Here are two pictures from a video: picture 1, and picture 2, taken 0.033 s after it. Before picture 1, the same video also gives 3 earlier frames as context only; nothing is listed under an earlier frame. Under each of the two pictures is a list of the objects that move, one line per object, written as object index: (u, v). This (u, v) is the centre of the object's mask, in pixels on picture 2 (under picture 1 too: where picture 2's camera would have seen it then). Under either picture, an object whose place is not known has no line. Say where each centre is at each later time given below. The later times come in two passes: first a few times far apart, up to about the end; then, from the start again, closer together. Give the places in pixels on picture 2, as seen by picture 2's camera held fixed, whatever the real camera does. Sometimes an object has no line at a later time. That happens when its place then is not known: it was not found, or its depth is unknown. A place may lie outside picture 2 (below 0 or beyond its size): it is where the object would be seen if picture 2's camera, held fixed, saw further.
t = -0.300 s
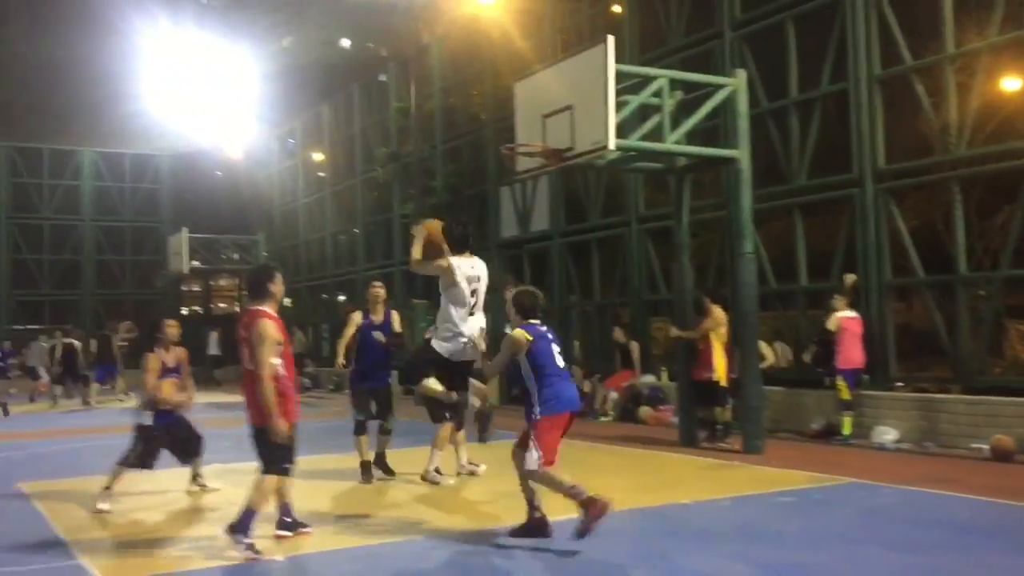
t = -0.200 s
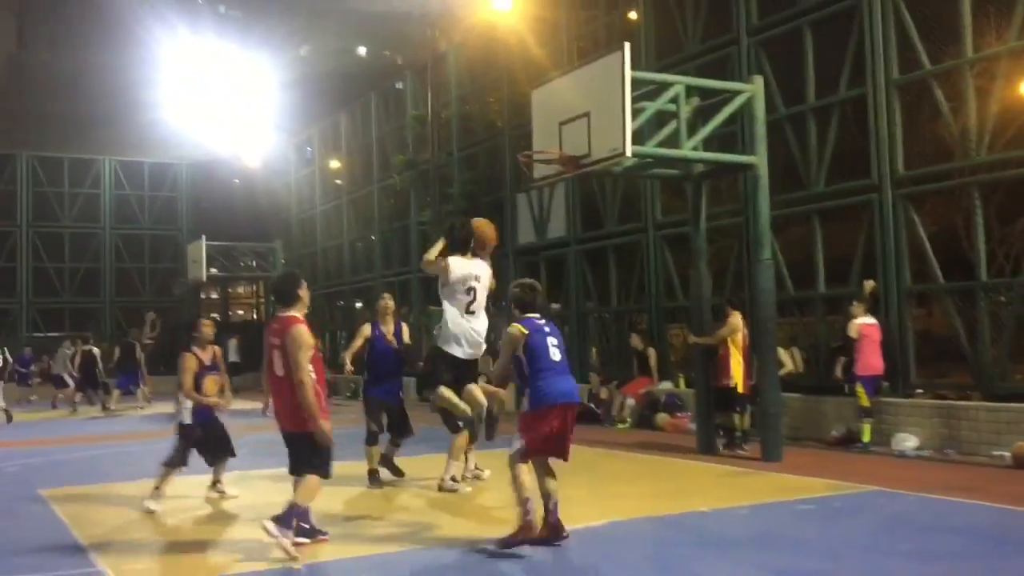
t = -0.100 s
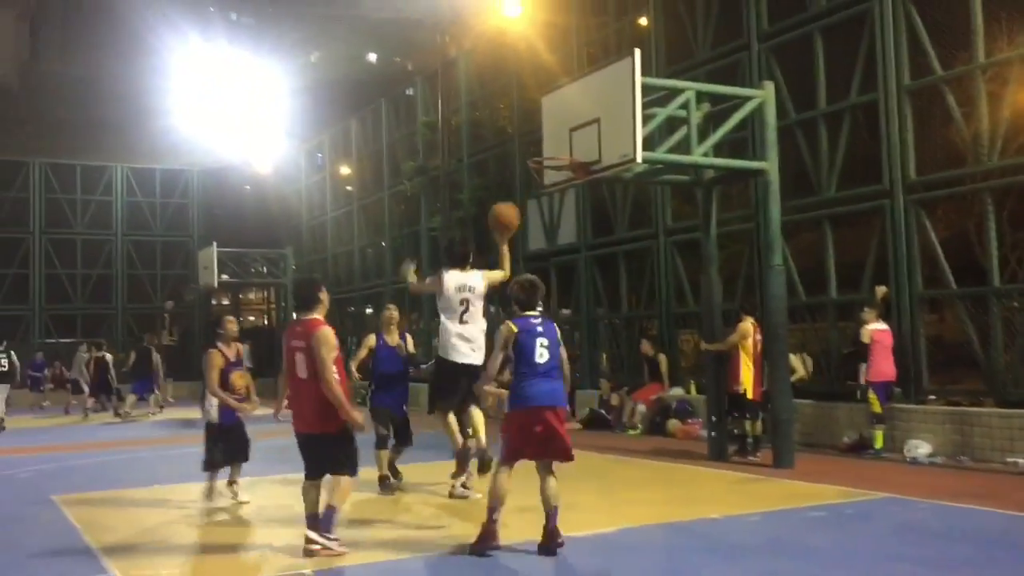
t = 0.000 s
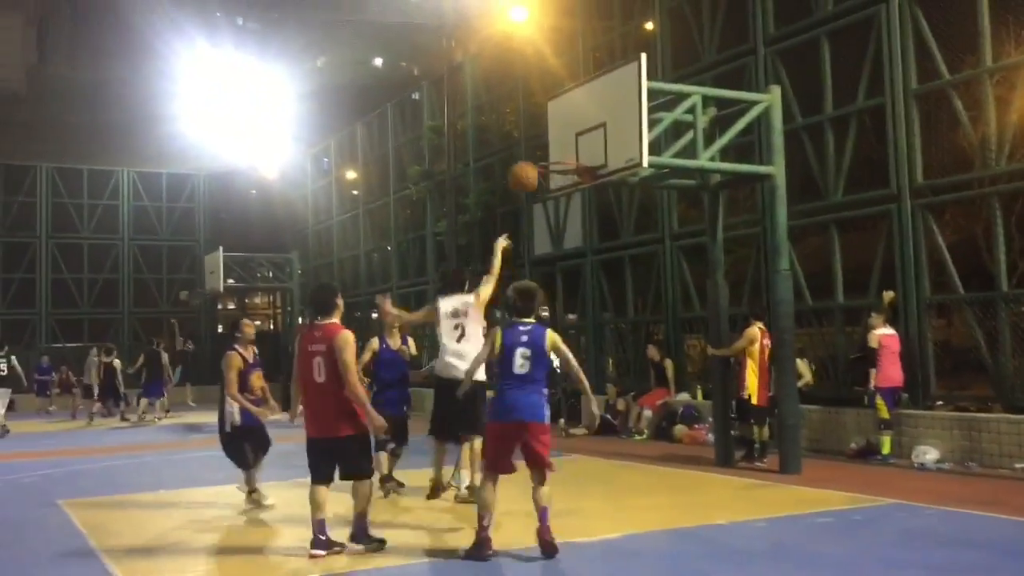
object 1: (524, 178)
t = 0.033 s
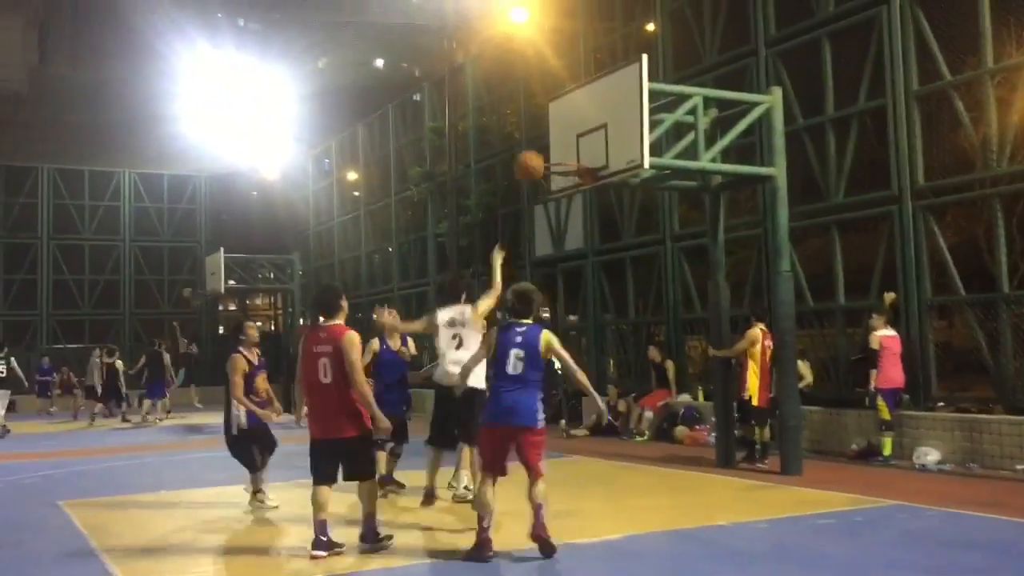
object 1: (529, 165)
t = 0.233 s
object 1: (556, 124)
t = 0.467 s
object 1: (585, 132)
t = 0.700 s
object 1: (551, 173)
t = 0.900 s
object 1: (566, 200)
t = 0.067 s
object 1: (534, 155)
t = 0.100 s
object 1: (540, 144)
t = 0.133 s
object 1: (544, 137)
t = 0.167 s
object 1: (548, 132)
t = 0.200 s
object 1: (553, 126)
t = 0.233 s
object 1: (556, 124)
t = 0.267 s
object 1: (561, 122)
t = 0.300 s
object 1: (564, 121)
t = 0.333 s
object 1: (569, 121)
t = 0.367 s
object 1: (573, 122)
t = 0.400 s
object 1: (578, 123)
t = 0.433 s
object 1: (582, 127)
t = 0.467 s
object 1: (585, 132)
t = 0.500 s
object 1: (589, 138)
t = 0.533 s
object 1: (595, 144)
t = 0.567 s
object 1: (588, 149)
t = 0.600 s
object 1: (577, 154)
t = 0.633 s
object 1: (566, 157)
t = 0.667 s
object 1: (560, 166)
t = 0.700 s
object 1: (551, 173)
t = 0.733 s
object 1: (551, 176)
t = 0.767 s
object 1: (552, 178)
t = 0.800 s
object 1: (555, 185)
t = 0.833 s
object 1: (561, 186)
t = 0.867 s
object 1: (562, 193)
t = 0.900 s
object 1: (566, 200)
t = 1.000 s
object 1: (575, 229)
